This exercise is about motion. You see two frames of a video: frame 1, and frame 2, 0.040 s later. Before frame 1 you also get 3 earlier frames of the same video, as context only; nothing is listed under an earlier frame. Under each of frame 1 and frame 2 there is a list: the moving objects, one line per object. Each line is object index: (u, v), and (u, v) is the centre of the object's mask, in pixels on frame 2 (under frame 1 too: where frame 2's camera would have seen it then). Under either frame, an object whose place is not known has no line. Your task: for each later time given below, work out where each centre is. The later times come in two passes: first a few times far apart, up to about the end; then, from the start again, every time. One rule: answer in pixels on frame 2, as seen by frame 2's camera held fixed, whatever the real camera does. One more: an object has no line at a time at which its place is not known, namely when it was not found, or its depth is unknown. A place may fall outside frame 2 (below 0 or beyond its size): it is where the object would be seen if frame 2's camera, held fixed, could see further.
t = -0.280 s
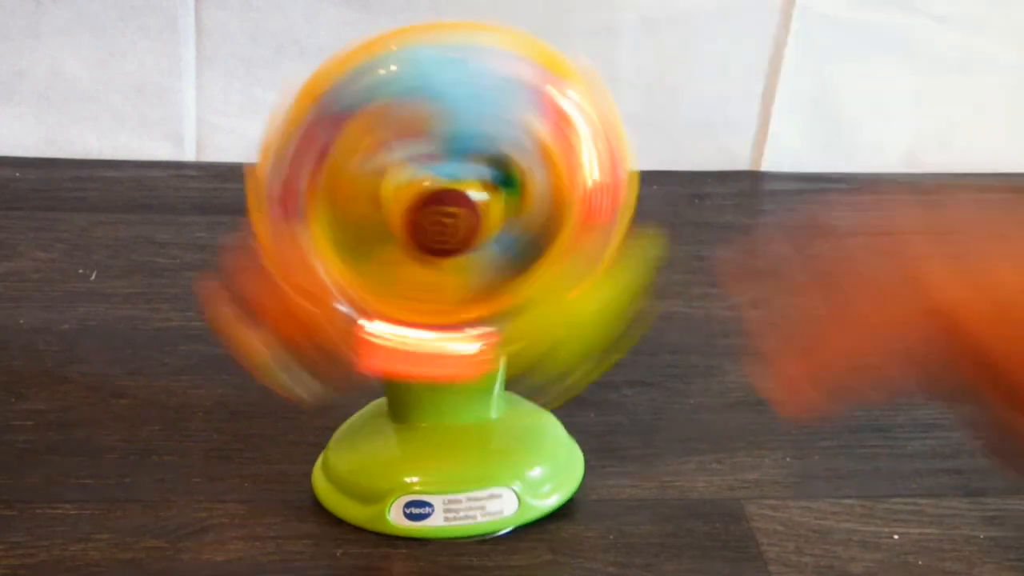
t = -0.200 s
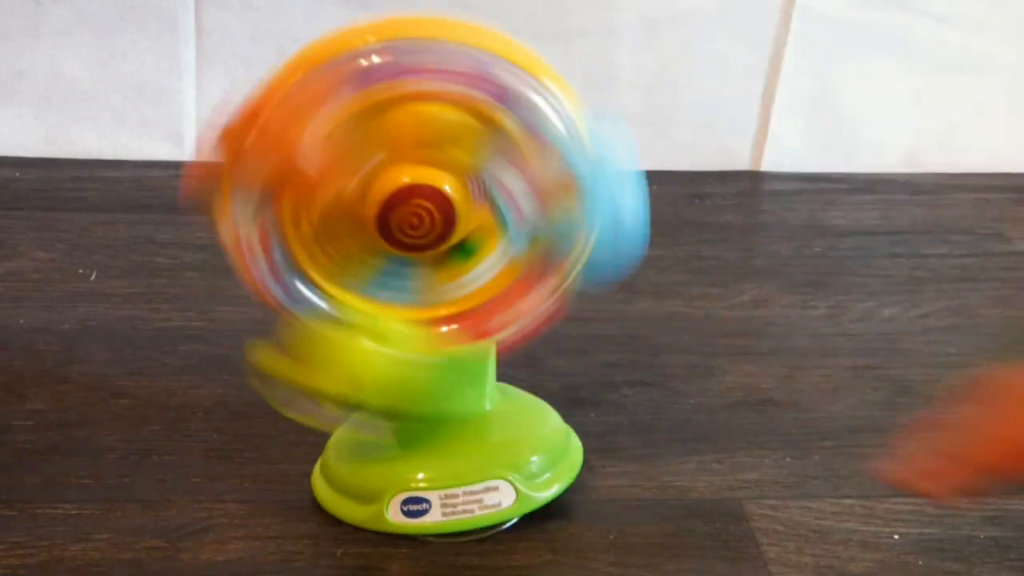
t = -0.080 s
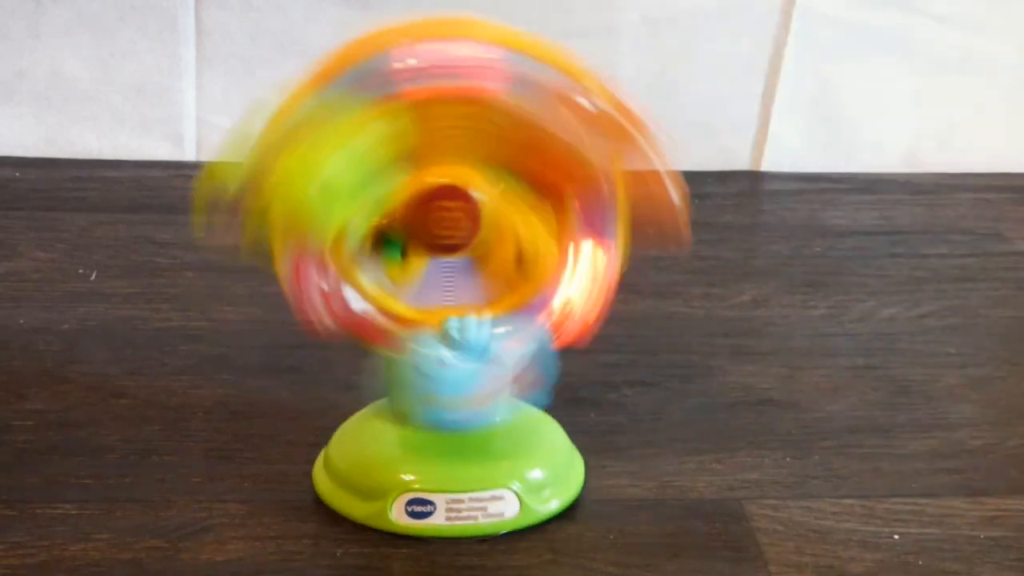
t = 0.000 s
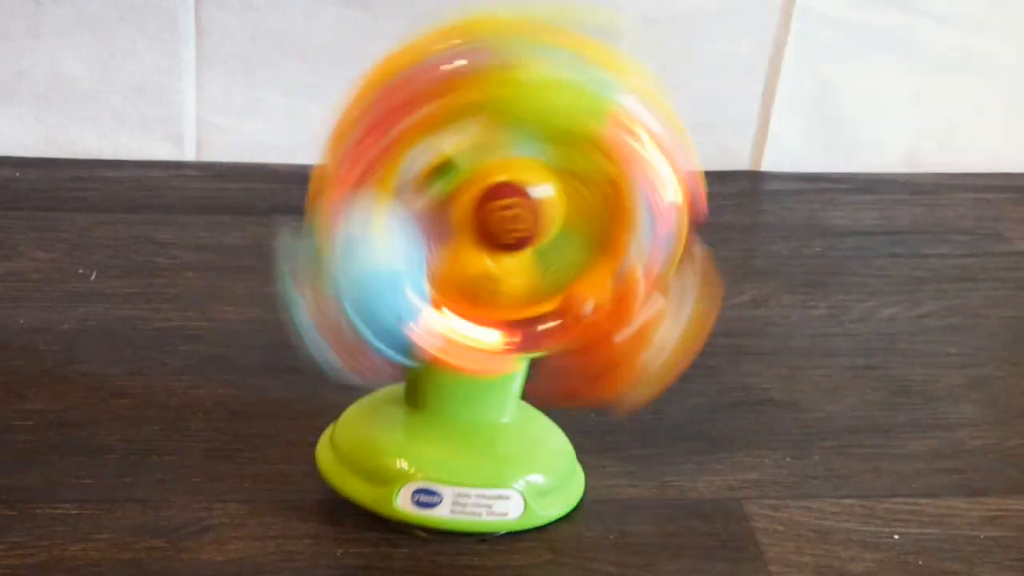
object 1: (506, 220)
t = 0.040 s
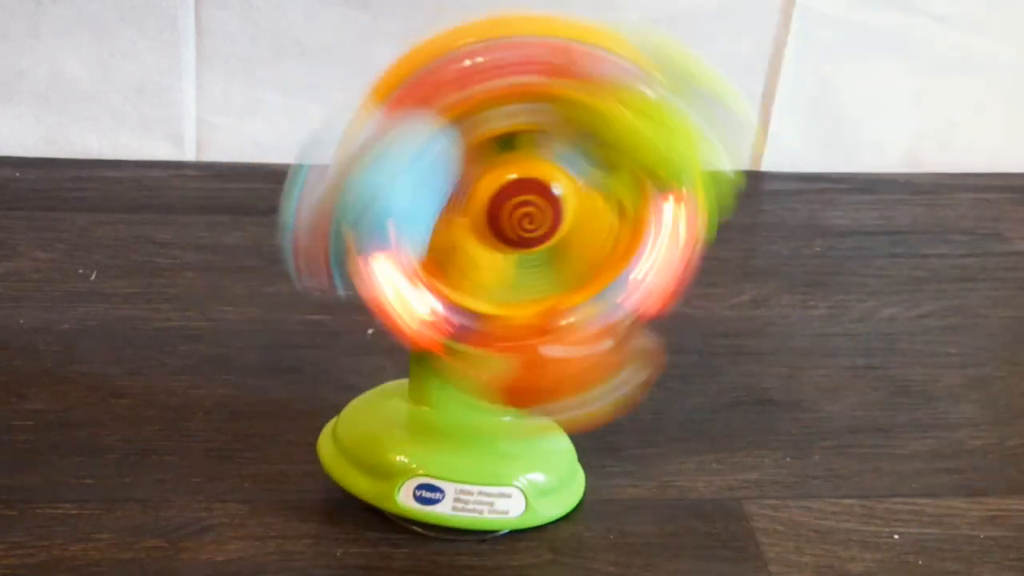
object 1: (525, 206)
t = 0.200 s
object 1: (456, 189)
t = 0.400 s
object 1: (448, 216)
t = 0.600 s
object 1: (510, 220)
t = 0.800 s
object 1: (412, 216)
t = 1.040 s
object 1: (514, 202)
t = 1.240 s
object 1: (425, 212)
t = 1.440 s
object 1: (460, 213)
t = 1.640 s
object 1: (513, 184)
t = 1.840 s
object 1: (467, 210)
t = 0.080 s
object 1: (538, 203)
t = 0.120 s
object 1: (516, 219)
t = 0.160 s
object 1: (481, 215)
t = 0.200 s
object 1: (456, 189)
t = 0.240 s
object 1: (443, 193)
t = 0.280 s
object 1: (411, 218)
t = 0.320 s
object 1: (399, 216)
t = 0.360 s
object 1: (412, 210)
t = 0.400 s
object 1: (448, 216)
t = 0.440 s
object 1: (472, 220)
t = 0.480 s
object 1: (495, 209)
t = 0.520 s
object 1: (522, 203)
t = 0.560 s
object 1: (525, 214)
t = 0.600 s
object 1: (510, 220)
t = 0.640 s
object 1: (480, 214)
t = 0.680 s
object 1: (454, 190)
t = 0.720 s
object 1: (430, 187)
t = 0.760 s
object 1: (423, 219)
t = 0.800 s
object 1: (412, 216)
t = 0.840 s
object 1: (415, 214)
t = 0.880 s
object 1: (432, 211)
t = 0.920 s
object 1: (469, 216)
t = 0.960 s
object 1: (489, 218)
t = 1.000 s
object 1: (502, 215)
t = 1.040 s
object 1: (514, 202)
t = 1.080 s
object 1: (519, 202)
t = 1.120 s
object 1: (505, 213)
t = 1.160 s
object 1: (480, 222)
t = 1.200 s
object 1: (450, 218)
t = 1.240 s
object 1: (425, 212)
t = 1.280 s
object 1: (414, 206)
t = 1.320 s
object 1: (416, 206)
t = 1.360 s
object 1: (426, 207)
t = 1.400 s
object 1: (443, 210)
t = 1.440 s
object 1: (460, 213)
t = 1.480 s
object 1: (478, 215)
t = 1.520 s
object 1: (491, 214)
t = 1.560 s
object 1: (500, 207)
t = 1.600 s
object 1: (507, 205)
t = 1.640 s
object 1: (513, 184)
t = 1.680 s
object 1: (496, 219)
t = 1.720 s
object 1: (481, 224)
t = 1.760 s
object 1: (461, 223)
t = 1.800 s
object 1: (445, 215)
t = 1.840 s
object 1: (467, 210)
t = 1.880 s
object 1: (464, 222)
